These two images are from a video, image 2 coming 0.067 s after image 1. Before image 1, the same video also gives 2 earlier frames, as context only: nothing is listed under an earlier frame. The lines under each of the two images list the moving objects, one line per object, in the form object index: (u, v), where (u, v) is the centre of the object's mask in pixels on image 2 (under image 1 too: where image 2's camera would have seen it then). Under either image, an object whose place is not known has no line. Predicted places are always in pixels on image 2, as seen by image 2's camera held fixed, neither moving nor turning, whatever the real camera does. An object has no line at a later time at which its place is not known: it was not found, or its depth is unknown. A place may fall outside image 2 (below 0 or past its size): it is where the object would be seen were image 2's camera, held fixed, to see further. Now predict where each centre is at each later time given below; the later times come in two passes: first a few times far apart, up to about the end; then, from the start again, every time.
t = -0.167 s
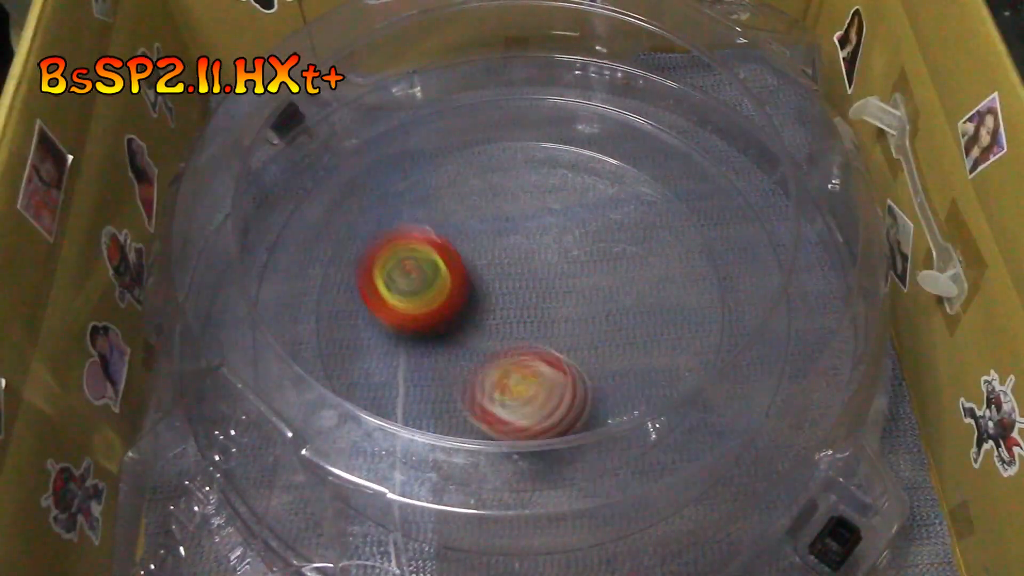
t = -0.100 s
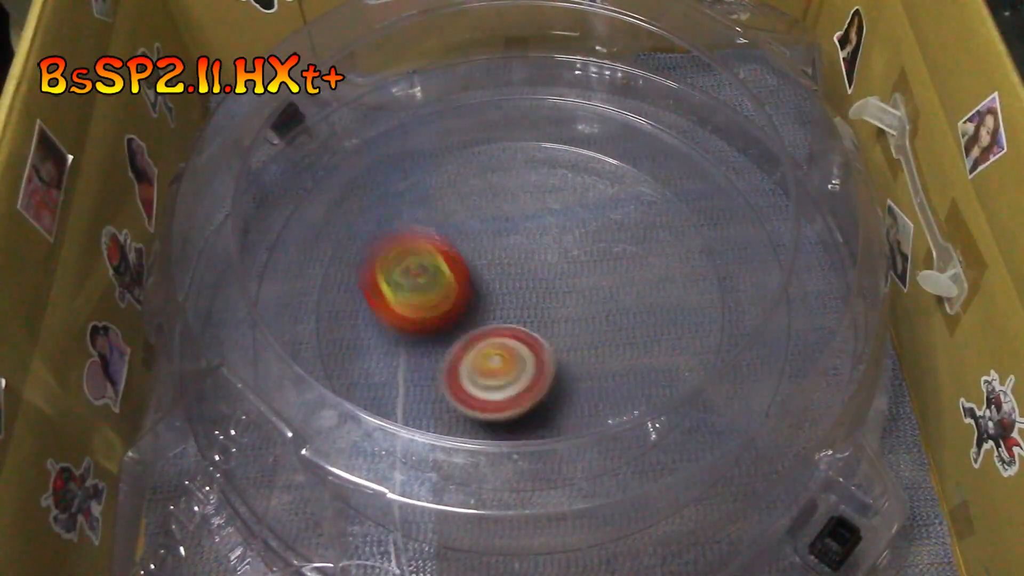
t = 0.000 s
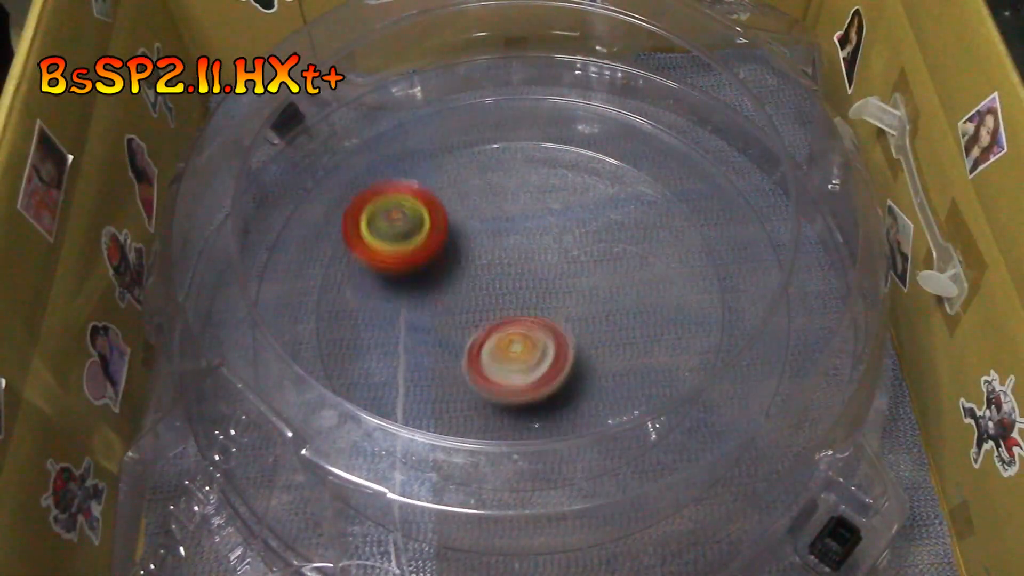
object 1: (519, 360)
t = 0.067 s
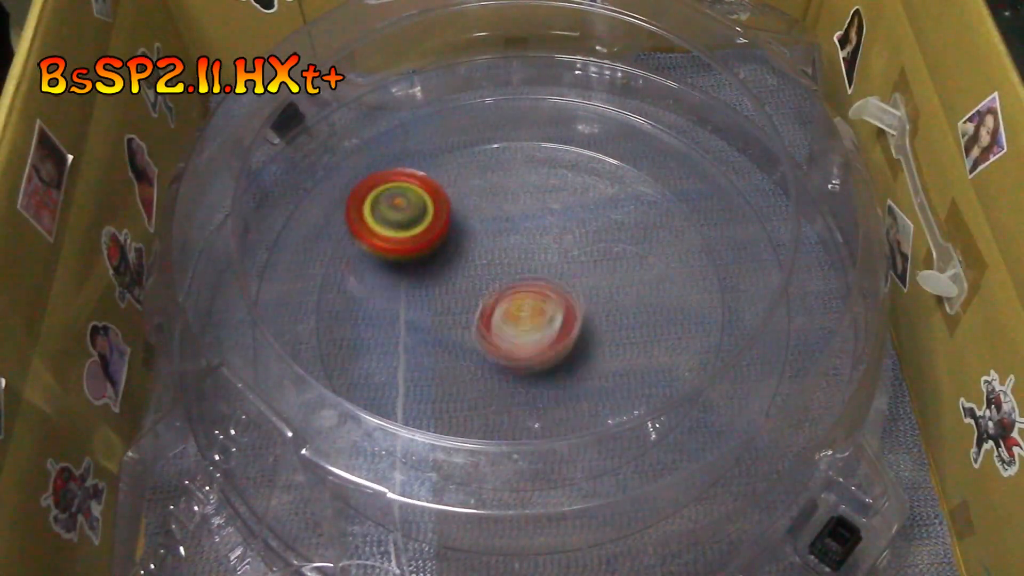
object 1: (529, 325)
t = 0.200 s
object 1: (618, 325)
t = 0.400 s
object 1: (571, 68)
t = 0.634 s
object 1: (576, 122)
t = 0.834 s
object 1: (591, 224)
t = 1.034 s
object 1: (613, 301)
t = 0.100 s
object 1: (574, 231)
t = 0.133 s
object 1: (618, 209)
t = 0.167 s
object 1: (642, 249)
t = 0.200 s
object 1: (618, 325)
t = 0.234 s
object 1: (495, 357)
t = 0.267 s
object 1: (393, 267)
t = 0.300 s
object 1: (429, 149)
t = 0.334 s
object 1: (517, 76)
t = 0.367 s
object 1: (565, 63)
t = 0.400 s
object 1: (571, 68)
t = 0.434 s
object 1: (572, 75)
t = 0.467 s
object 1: (575, 80)
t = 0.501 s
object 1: (578, 90)
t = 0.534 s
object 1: (579, 99)
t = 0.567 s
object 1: (580, 107)
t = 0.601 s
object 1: (579, 115)
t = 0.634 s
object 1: (576, 122)
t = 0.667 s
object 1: (575, 133)
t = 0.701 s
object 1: (574, 151)
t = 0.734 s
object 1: (574, 168)
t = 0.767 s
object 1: (576, 194)
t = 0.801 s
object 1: (580, 218)
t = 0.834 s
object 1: (591, 224)
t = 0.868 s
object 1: (600, 234)
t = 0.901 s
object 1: (606, 249)
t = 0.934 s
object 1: (608, 269)
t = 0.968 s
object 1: (604, 292)
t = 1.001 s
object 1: (595, 313)
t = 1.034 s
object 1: (613, 301)
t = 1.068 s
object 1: (629, 287)
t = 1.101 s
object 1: (643, 275)
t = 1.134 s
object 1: (648, 264)
